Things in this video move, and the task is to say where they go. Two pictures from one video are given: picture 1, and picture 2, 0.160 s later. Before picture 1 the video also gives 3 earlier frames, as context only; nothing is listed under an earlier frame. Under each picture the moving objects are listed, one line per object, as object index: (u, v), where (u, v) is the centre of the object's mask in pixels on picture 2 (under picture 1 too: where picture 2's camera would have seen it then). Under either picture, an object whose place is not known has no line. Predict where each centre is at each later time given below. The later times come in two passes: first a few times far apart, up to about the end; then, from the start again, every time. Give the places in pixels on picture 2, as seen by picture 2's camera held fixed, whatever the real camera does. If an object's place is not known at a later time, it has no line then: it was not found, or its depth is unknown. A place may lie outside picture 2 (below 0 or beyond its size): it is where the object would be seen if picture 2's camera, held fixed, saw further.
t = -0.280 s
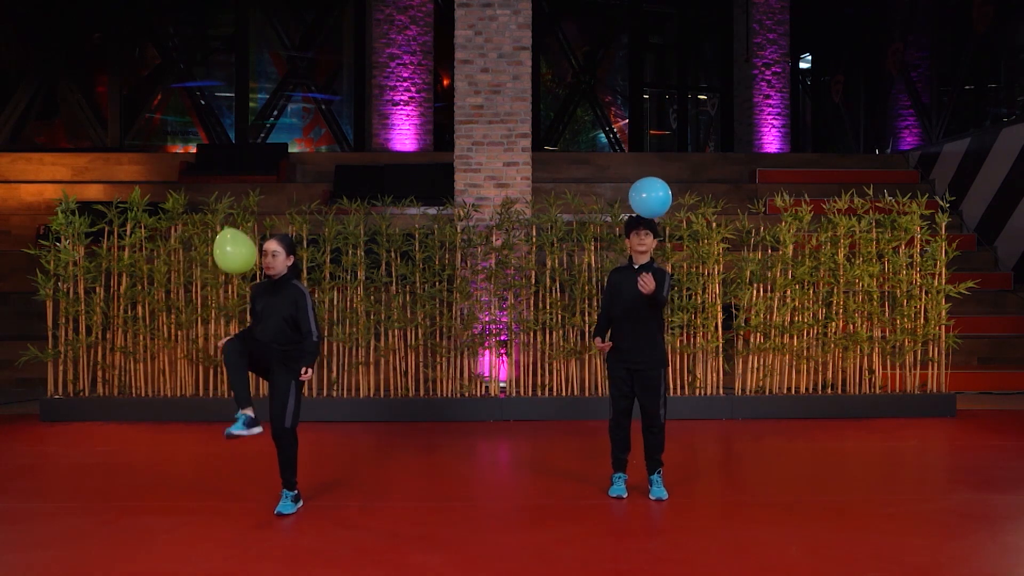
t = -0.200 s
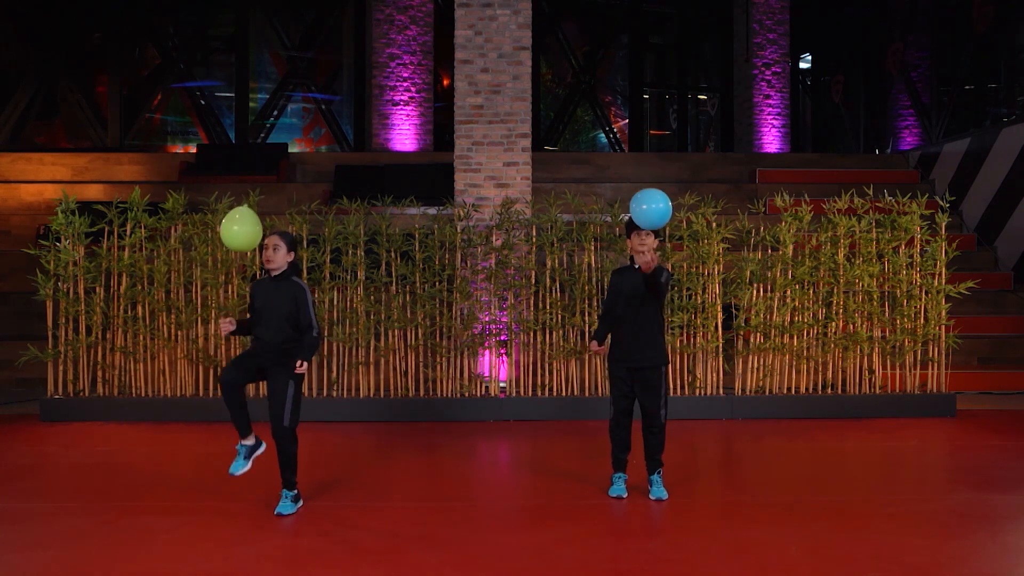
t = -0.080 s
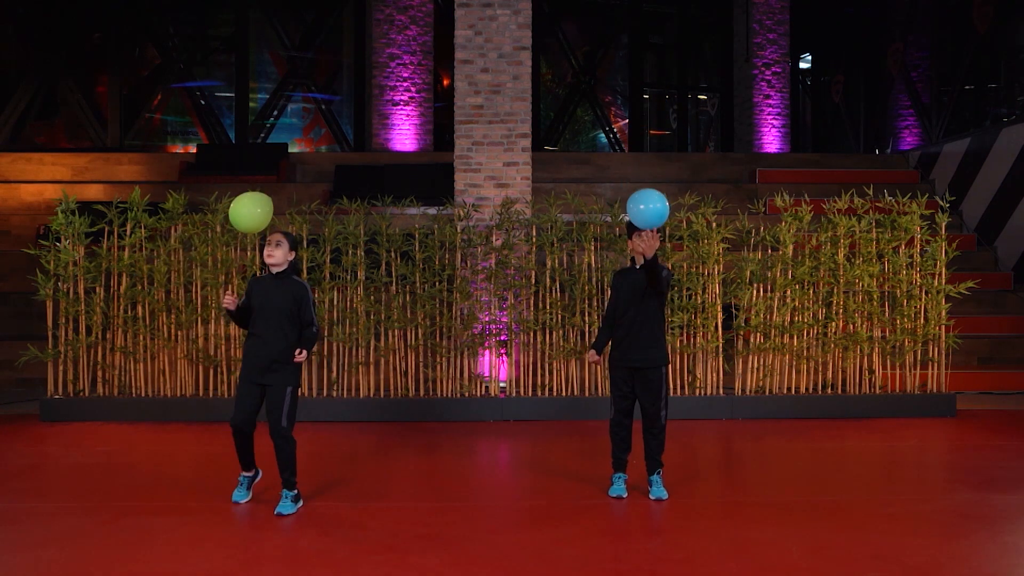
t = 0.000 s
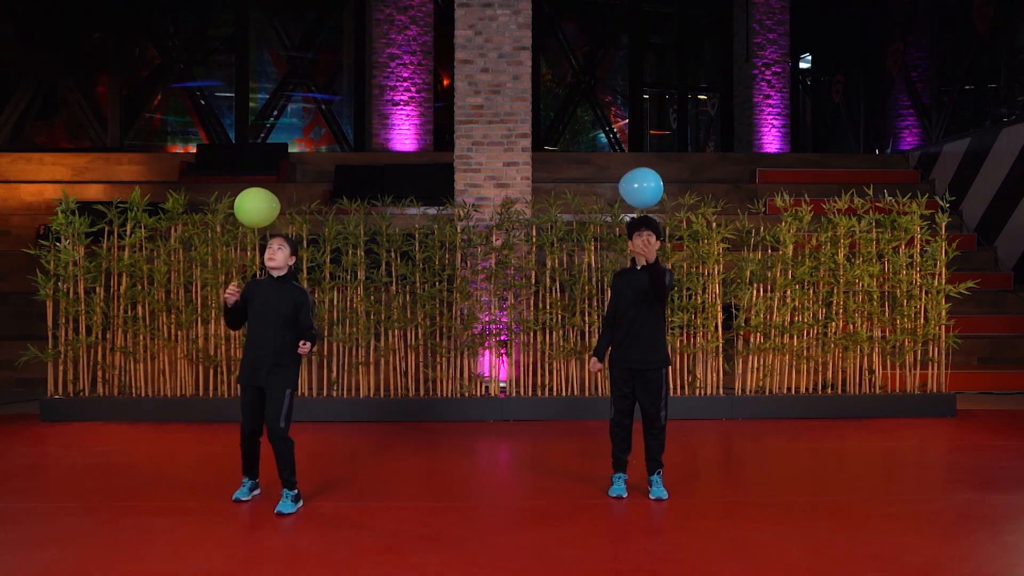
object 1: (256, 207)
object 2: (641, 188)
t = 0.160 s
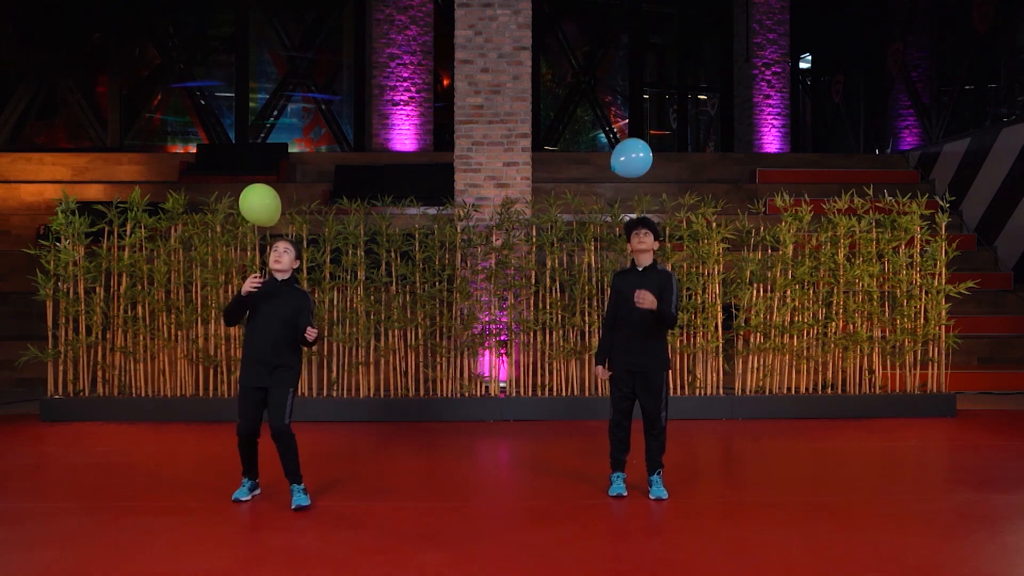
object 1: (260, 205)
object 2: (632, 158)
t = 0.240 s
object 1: (259, 205)
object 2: (628, 149)
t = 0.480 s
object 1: (255, 213)
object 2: (617, 142)
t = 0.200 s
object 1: (260, 205)
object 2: (630, 153)
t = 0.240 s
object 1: (259, 205)
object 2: (628, 149)
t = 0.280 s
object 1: (259, 205)
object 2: (626, 146)
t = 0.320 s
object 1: (258, 206)
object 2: (623, 143)
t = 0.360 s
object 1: (257, 206)
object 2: (622, 142)
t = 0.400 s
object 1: (256, 208)
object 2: (620, 141)
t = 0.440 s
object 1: (256, 210)
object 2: (618, 141)
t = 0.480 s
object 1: (255, 213)
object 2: (617, 142)
